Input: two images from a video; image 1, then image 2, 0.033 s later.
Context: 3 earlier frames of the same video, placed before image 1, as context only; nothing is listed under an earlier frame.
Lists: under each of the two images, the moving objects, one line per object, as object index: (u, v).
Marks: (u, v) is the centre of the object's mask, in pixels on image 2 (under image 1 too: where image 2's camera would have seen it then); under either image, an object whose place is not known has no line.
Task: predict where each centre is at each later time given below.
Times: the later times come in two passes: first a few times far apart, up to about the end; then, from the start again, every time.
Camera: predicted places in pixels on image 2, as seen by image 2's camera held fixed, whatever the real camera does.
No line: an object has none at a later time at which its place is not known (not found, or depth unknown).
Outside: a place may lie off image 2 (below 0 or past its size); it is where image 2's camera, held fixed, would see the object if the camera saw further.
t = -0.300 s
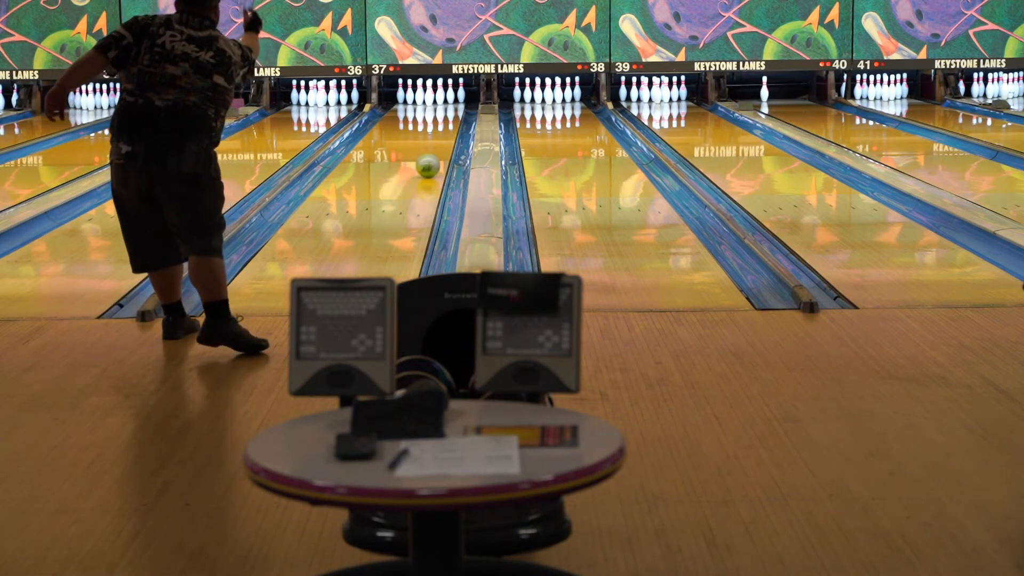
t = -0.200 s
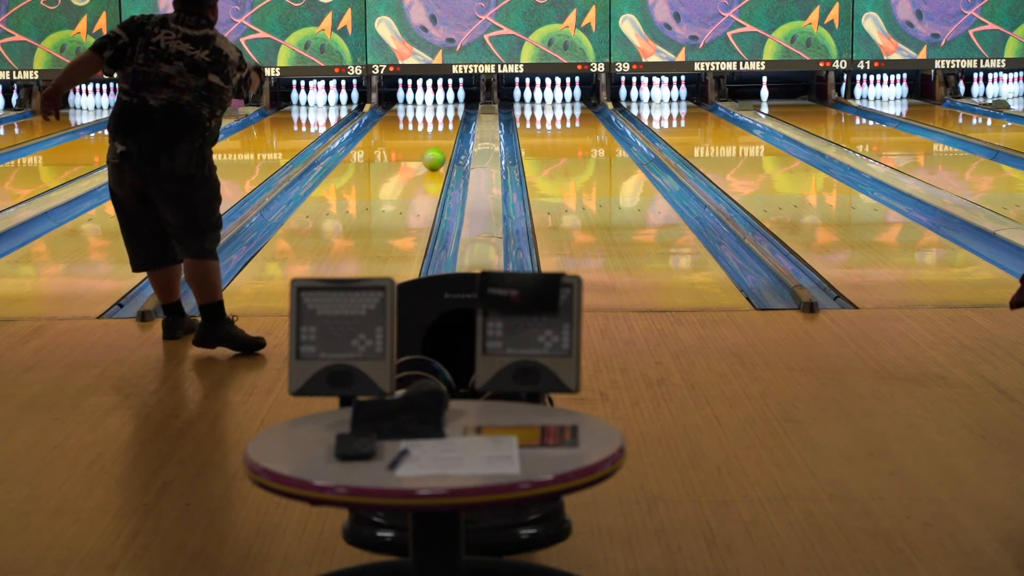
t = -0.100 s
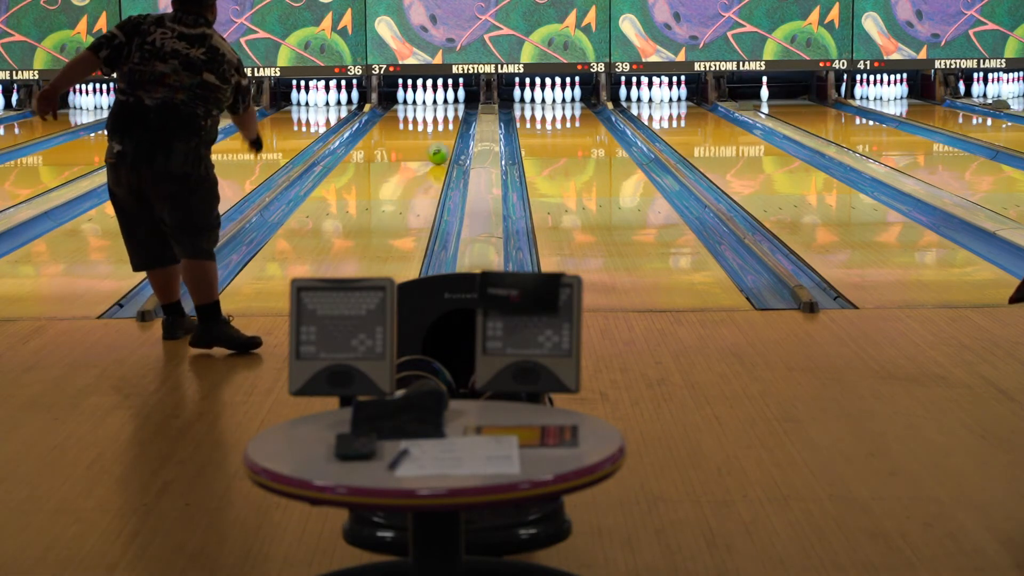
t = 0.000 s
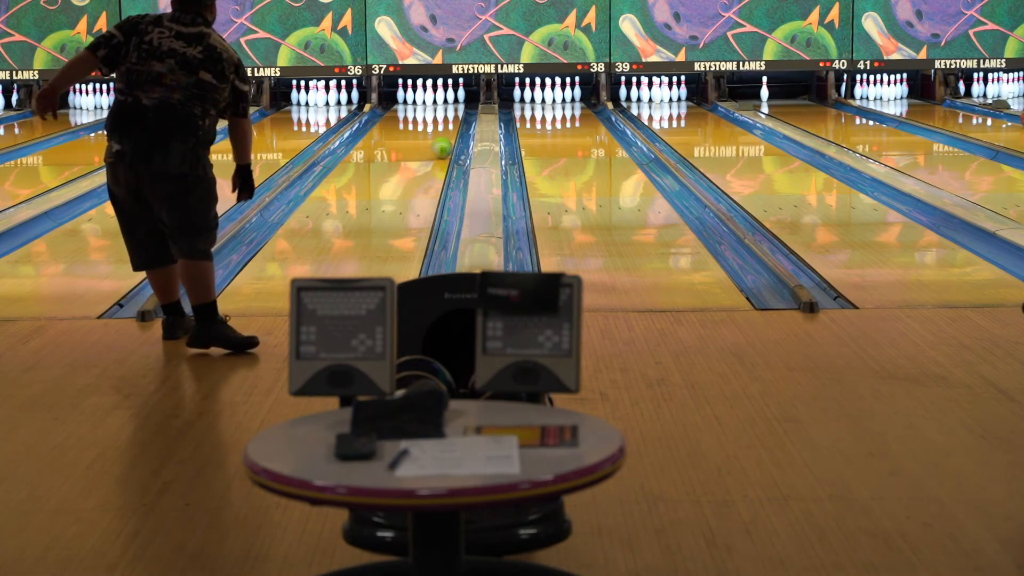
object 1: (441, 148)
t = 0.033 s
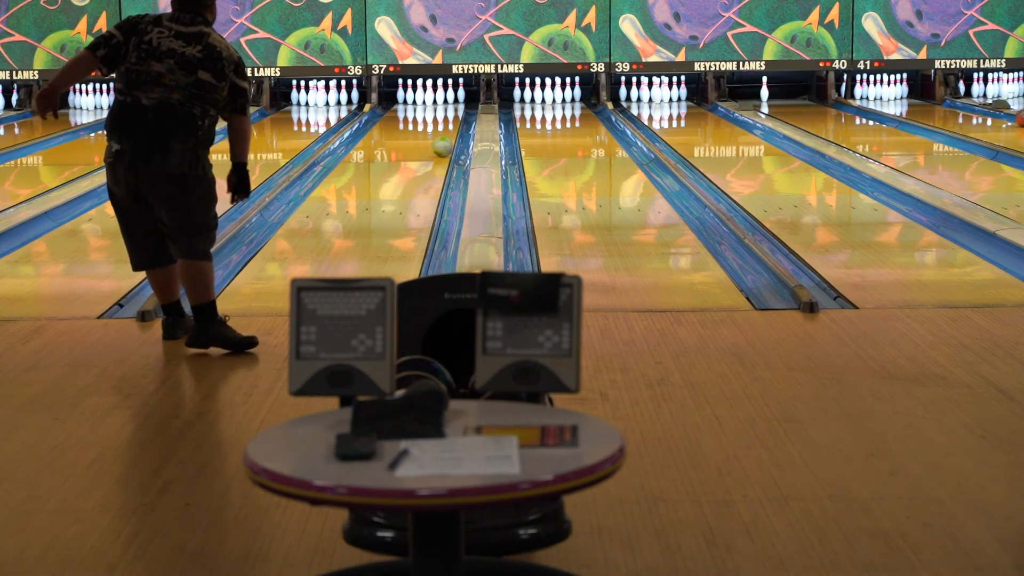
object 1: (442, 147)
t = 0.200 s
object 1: (445, 139)
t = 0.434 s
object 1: (444, 130)
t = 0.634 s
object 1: (440, 124)
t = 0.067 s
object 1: (443, 145)
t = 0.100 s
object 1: (443, 144)
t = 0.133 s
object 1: (444, 142)
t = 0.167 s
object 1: (445, 140)
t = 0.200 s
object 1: (445, 139)
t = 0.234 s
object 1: (445, 138)
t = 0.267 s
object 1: (445, 136)
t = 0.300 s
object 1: (445, 134)
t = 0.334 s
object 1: (446, 133)
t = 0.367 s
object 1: (445, 132)
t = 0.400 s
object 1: (445, 131)
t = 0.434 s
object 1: (444, 130)
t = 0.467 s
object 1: (444, 129)
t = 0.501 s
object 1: (444, 128)
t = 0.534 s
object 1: (443, 127)
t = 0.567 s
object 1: (442, 126)
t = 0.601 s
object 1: (442, 124)
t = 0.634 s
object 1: (440, 124)
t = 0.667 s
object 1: (440, 123)
